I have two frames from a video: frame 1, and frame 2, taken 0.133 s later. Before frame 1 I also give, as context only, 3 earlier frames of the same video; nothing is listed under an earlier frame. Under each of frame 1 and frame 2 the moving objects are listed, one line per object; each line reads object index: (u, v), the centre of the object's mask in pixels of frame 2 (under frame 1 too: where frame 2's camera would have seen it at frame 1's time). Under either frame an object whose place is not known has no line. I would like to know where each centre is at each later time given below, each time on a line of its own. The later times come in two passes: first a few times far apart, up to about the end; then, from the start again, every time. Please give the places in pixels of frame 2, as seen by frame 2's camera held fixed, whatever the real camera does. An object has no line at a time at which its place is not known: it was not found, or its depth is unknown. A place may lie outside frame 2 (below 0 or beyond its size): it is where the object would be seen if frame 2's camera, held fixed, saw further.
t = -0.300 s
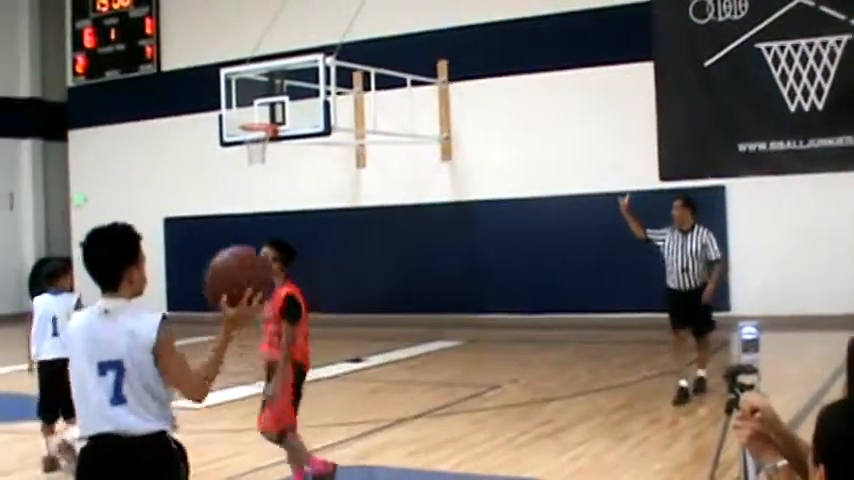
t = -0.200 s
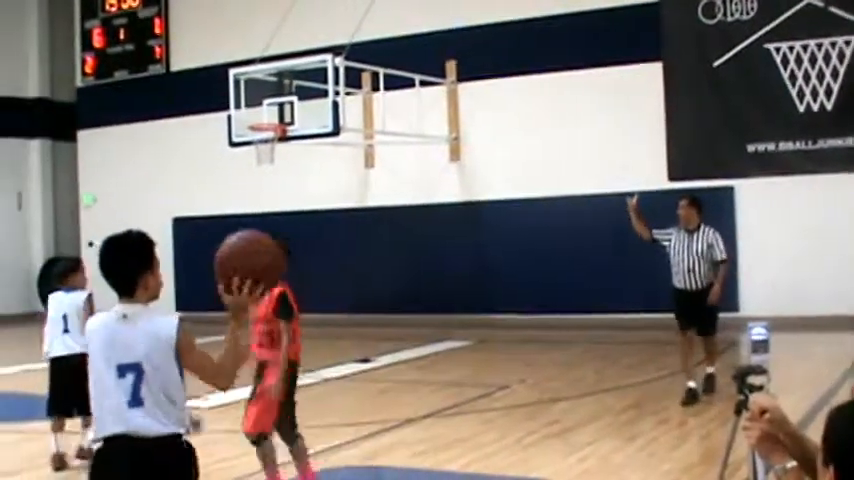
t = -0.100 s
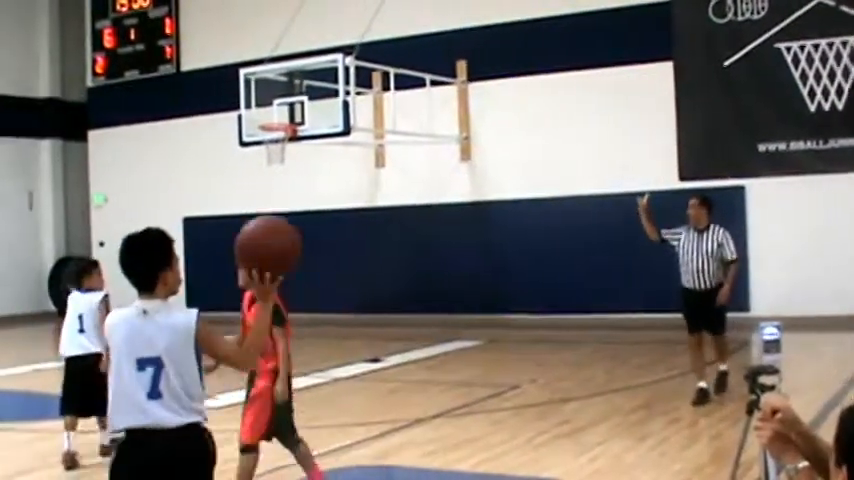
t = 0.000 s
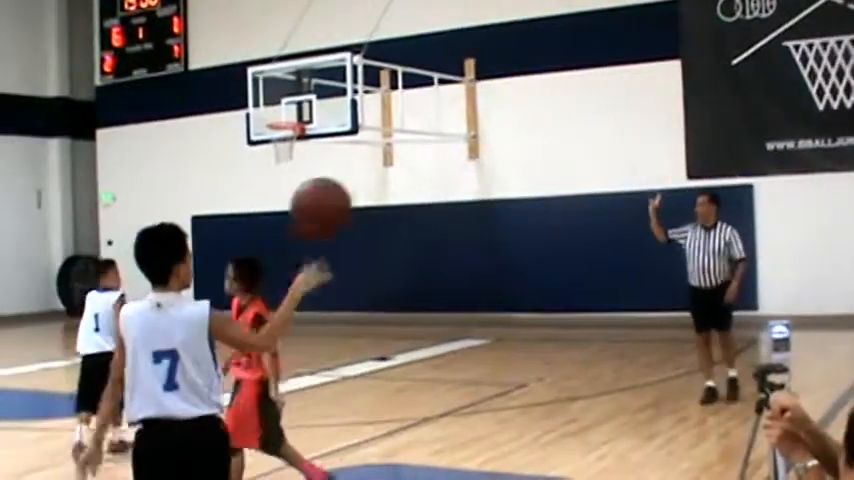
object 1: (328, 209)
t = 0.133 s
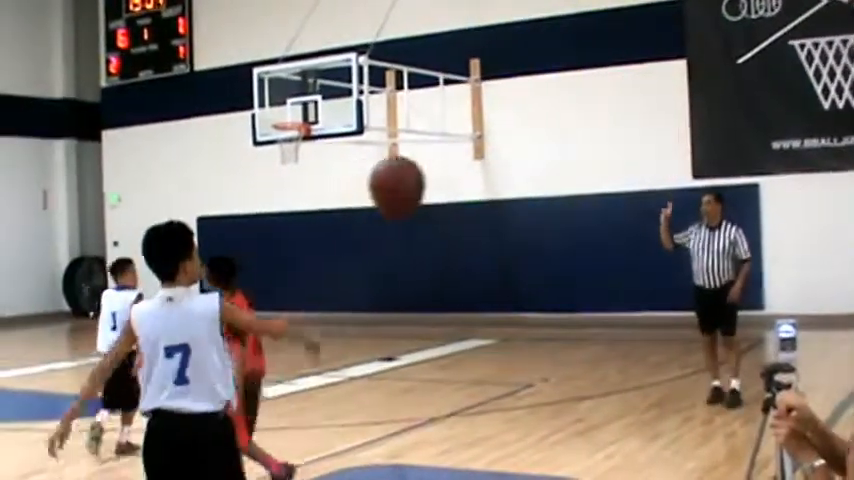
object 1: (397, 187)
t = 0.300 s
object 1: (468, 208)
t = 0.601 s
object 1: (570, 370)
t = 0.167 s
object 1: (412, 187)
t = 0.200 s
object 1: (427, 189)
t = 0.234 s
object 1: (442, 193)
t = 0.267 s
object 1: (457, 200)
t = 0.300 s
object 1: (468, 208)
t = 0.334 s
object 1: (483, 220)
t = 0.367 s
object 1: (497, 234)
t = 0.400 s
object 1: (510, 249)
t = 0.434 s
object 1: (521, 267)
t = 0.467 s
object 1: (532, 285)
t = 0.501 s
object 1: (543, 305)
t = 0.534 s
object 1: (552, 326)
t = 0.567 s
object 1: (560, 350)
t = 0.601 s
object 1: (570, 370)
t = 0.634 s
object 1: (577, 395)
